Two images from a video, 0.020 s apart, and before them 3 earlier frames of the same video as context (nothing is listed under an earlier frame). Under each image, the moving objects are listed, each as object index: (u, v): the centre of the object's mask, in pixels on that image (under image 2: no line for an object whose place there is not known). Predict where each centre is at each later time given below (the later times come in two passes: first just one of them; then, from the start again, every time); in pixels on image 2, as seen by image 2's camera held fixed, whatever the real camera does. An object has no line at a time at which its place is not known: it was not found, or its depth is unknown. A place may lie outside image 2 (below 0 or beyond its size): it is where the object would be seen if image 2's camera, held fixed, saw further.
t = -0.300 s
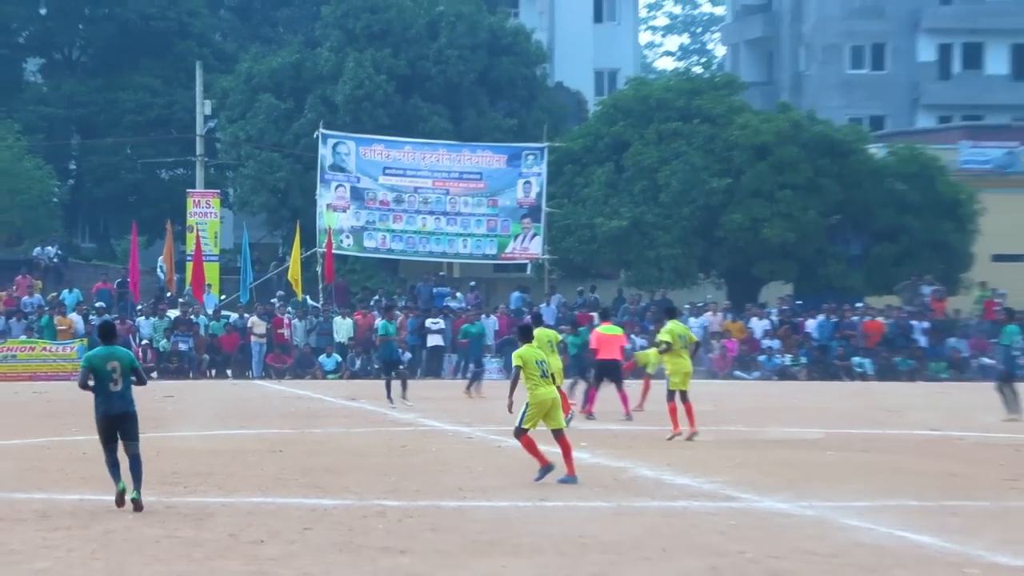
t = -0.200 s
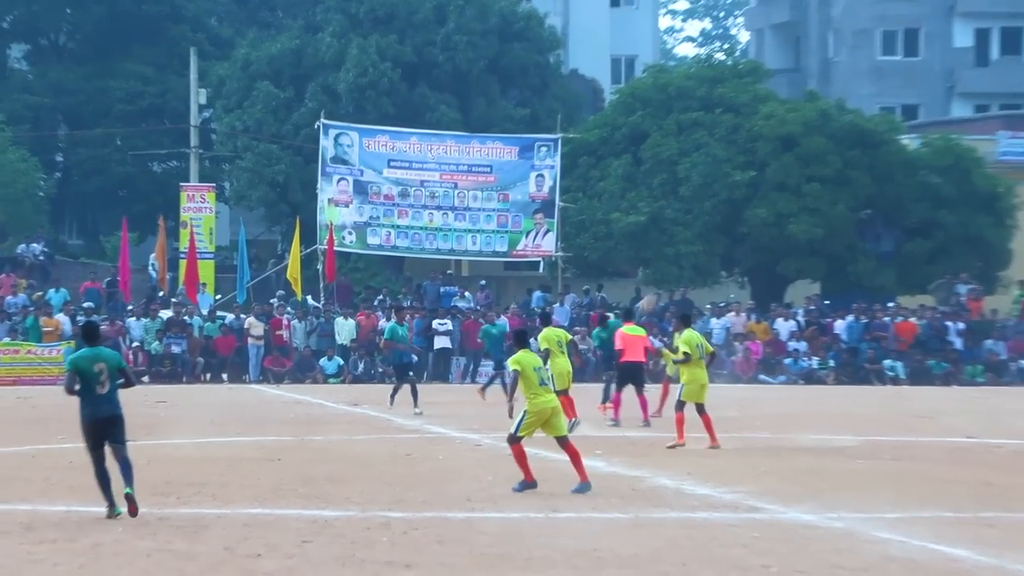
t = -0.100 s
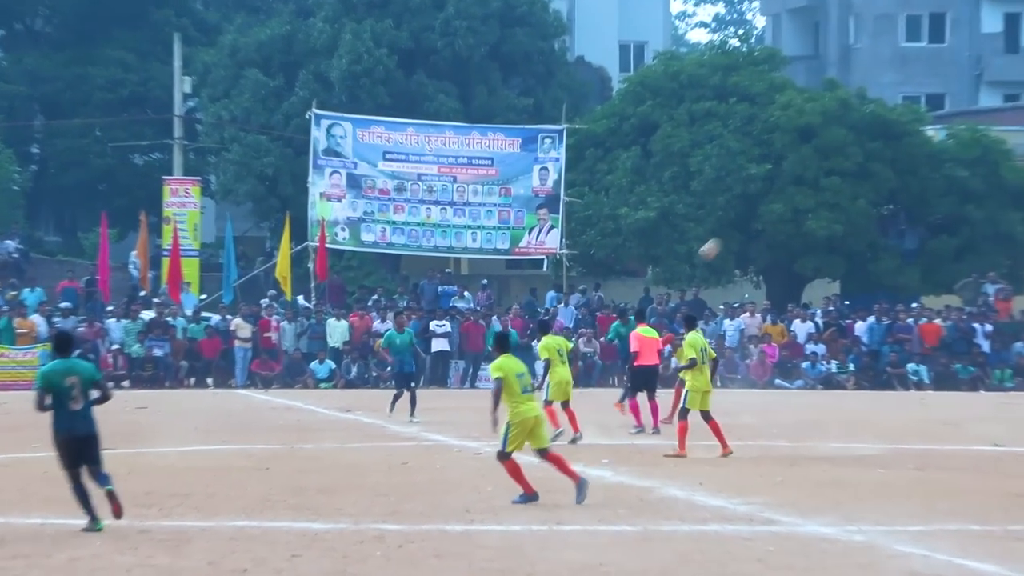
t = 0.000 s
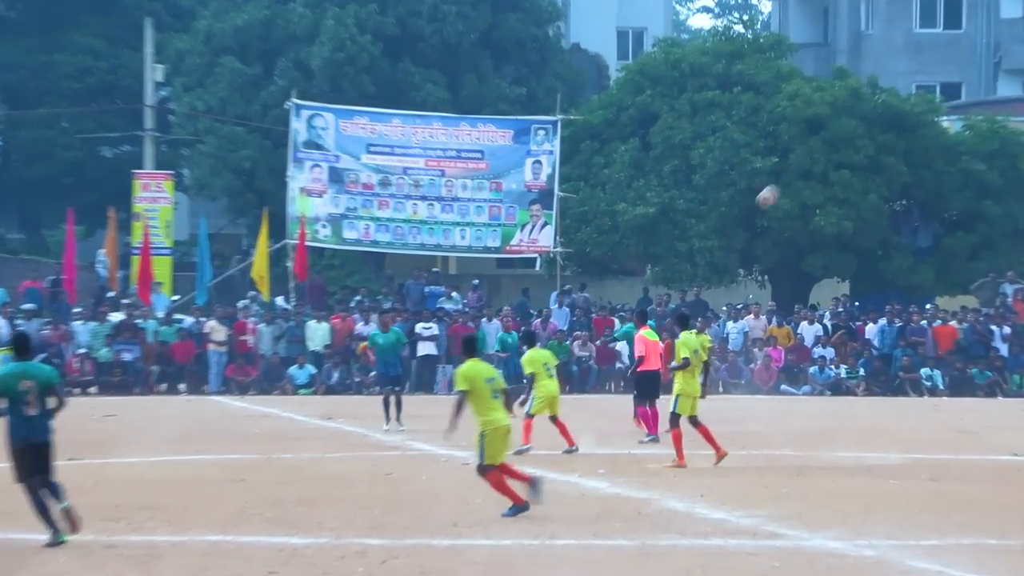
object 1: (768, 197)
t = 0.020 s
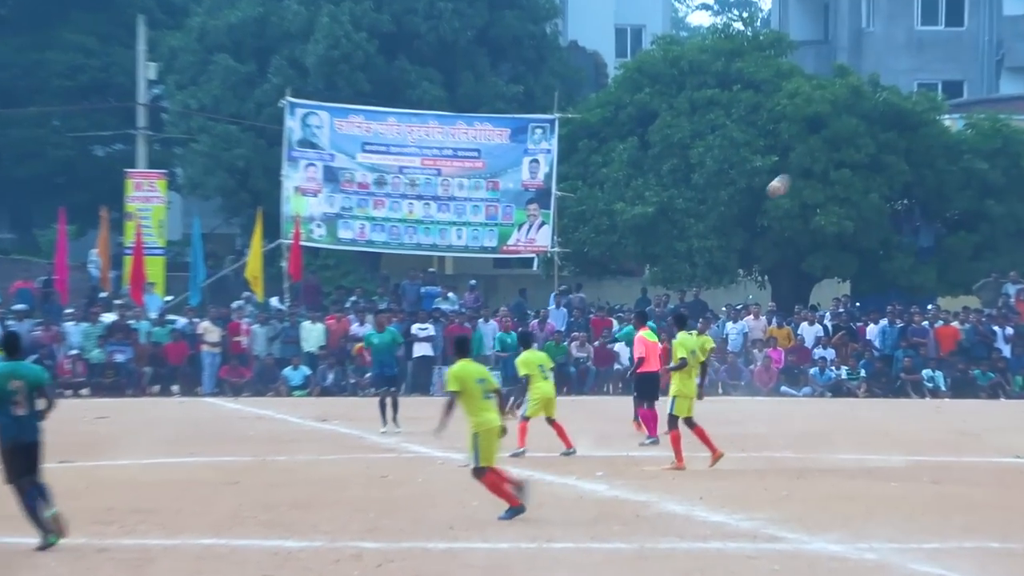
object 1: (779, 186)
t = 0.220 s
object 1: (884, 111)
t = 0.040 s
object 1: (790, 176)
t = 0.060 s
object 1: (801, 168)
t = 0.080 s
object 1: (812, 159)
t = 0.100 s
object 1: (822, 150)
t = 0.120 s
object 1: (833, 142)
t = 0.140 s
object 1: (845, 134)
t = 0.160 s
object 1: (854, 128)
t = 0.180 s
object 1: (864, 125)
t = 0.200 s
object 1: (874, 118)
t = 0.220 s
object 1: (884, 111)
